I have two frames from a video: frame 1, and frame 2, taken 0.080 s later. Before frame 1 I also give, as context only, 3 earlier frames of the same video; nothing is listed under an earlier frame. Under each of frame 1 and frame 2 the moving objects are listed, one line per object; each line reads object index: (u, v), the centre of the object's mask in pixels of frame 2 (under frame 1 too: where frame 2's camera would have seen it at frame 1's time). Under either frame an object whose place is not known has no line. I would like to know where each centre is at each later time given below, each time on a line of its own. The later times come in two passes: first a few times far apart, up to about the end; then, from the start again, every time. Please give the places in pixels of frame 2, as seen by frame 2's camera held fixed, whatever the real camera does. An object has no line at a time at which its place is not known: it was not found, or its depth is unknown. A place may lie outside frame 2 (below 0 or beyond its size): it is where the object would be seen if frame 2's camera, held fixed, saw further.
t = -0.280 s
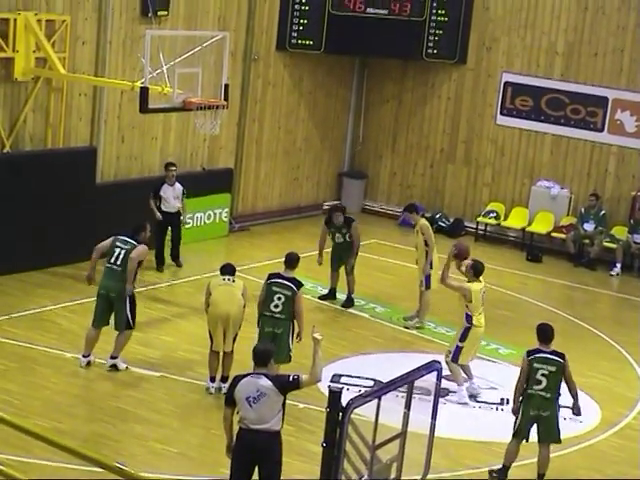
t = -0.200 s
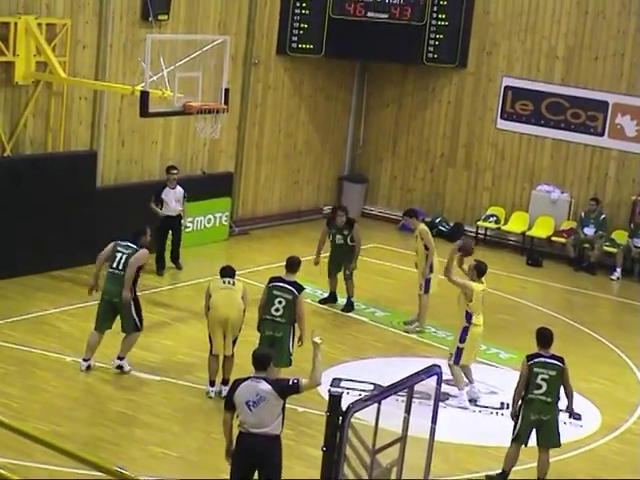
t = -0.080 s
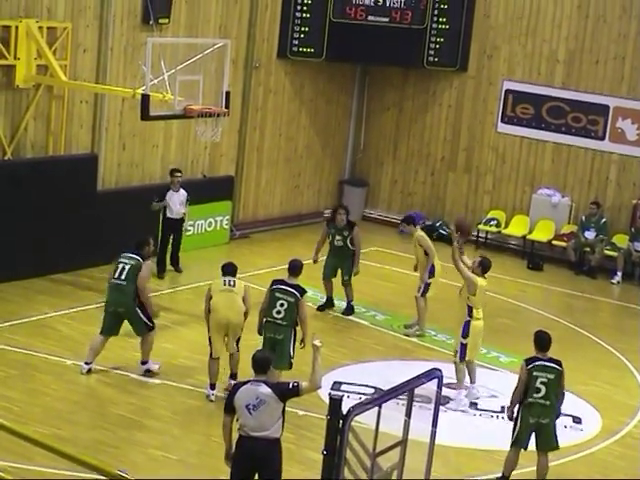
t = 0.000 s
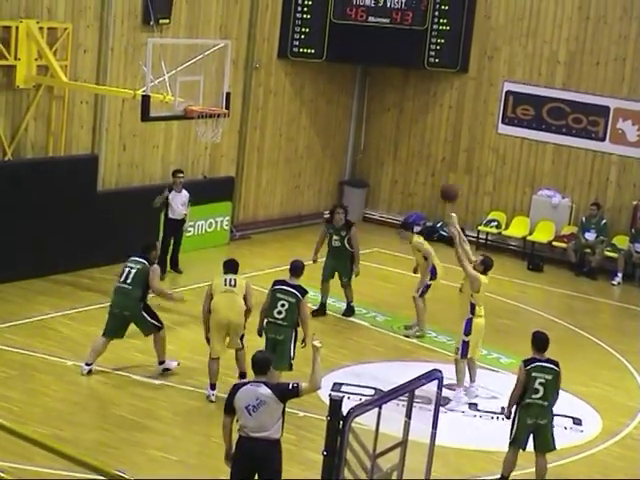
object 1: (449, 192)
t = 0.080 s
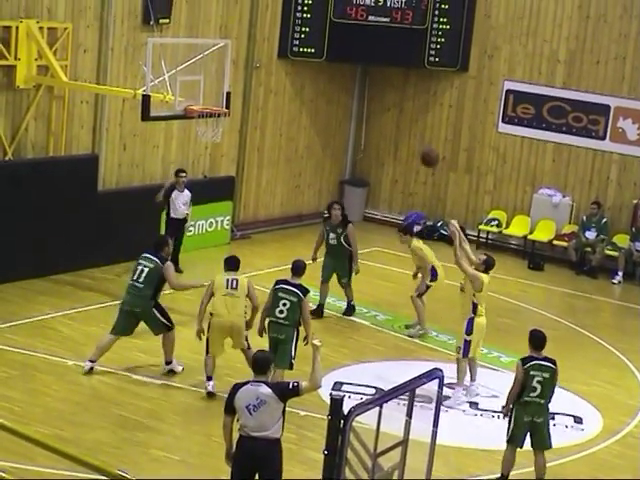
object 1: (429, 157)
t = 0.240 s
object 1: (389, 105)
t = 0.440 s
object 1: (340, 69)
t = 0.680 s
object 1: (279, 68)
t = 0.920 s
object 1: (222, 102)
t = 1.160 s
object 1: (205, 95)
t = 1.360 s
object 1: (217, 101)
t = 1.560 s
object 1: (202, 103)
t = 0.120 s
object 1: (419, 143)
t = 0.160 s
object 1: (409, 129)
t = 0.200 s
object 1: (399, 117)
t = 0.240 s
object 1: (389, 105)
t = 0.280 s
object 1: (378, 97)
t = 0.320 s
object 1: (370, 87)
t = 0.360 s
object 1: (359, 79)
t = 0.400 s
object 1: (348, 73)
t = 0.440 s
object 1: (340, 69)
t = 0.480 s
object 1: (329, 68)
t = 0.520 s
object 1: (318, 66)
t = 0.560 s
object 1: (309, 66)
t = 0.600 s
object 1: (299, 66)
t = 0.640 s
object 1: (289, 67)
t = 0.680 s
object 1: (279, 68)
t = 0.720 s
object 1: (270, 73)
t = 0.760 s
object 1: (259, 76)
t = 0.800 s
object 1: (249, 84)
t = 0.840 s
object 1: (240, 90)
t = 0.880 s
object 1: (230, 98)
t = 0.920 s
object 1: (222, 102)
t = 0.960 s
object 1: (216, 98)
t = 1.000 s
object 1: (210, 96)
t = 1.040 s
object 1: (205, 95)
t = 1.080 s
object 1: (198, 95)
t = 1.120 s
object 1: (199, 95)
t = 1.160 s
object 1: (205, 95)
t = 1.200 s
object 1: (210, 96)
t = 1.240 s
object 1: (215, 98)
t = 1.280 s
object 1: (220, 103)
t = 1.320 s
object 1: (220, 103)
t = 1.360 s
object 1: (217, 101)
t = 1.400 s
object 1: (215, 99)
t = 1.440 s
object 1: (211, 99)
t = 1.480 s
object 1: (208, 99)
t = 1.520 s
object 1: (205, 101)
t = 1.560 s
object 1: (202, 103)
